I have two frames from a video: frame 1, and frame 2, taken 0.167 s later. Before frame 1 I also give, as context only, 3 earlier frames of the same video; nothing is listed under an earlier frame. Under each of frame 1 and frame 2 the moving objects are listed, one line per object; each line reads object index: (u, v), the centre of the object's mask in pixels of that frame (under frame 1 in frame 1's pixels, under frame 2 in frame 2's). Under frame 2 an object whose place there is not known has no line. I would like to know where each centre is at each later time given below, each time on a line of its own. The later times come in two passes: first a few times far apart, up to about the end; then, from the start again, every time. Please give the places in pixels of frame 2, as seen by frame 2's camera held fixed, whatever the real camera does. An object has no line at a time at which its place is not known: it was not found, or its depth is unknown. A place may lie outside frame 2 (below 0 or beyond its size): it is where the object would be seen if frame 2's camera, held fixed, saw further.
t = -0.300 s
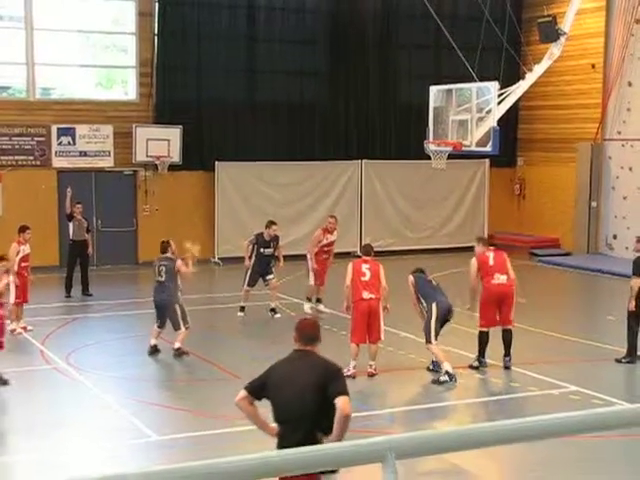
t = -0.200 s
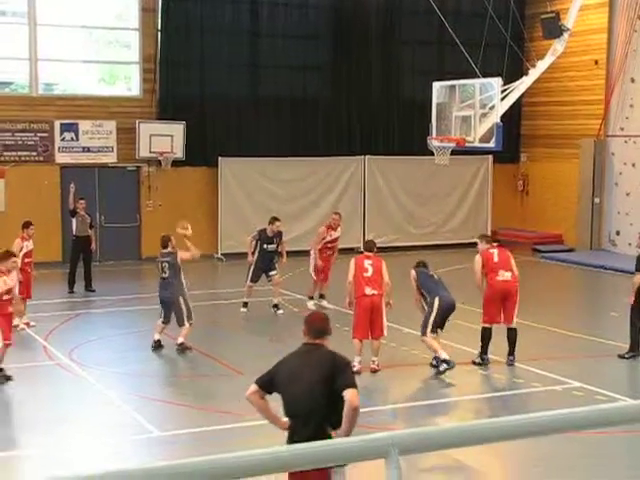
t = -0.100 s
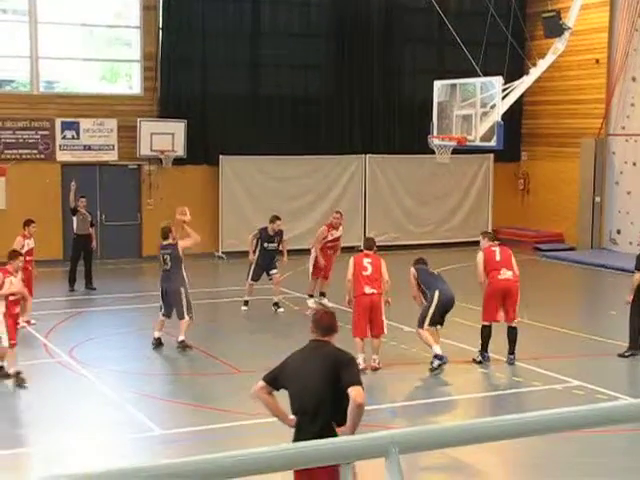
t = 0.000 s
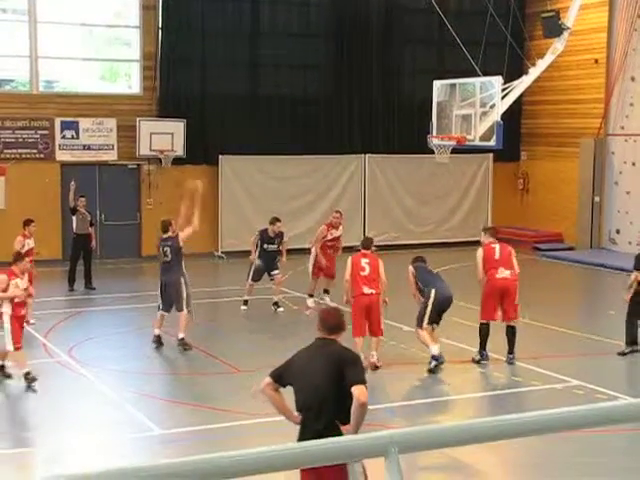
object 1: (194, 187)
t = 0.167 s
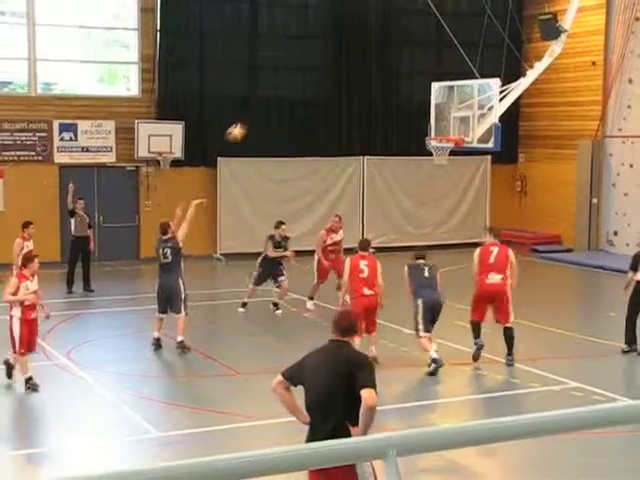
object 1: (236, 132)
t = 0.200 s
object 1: (244, 124)
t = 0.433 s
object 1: (298, 84)
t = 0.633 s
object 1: (344, 78)
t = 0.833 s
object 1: (387, 96)
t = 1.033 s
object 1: (419, 129)
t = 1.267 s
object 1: (382, 113)
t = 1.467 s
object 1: (348, 124)
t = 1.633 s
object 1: (321, 151)
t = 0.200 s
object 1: (244, 124)
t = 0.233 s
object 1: (252, 115)
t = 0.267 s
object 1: (260, 109)
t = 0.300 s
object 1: (268, 102)
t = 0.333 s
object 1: (276, 96)
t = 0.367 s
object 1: (283, 92)
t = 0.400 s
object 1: (291, 87)
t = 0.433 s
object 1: (298, 84)
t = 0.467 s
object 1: (307, 81)
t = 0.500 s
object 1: (314, 79)
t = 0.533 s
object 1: (321, 78)
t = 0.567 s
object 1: (328, 77)
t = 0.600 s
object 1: (336, 77)
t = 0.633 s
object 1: (344, 78)
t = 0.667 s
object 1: (352, 79)
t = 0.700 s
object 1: (359, 82)
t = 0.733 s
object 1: (366, 84)
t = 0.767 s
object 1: (373, 87)
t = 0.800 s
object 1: (379, 91)
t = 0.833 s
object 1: (387, 96)
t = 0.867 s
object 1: (393, 101)
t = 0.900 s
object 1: (400, 107)
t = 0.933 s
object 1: (407, 114)
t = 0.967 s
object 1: (413, 121)
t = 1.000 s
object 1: (419, 128)
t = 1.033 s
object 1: (419, 129)
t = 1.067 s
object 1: (414, 124)
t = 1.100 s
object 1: (409, 120)
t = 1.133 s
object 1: (404, 118)
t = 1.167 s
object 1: (398, 116)
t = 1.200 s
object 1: (393, 114)
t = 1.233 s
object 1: (387, 113)
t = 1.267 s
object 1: (382, 113)
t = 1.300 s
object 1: (376, 113)
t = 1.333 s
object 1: (371, 114)
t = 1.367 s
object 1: (365, 115)
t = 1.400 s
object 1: (359, 118)
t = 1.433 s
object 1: (354, 121)
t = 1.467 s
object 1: (348, 124)
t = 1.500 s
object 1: (343, 129)
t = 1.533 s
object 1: (337, 133)
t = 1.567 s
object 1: (331, 140)
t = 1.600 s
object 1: (326, 146)
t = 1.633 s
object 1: (321, 151)
